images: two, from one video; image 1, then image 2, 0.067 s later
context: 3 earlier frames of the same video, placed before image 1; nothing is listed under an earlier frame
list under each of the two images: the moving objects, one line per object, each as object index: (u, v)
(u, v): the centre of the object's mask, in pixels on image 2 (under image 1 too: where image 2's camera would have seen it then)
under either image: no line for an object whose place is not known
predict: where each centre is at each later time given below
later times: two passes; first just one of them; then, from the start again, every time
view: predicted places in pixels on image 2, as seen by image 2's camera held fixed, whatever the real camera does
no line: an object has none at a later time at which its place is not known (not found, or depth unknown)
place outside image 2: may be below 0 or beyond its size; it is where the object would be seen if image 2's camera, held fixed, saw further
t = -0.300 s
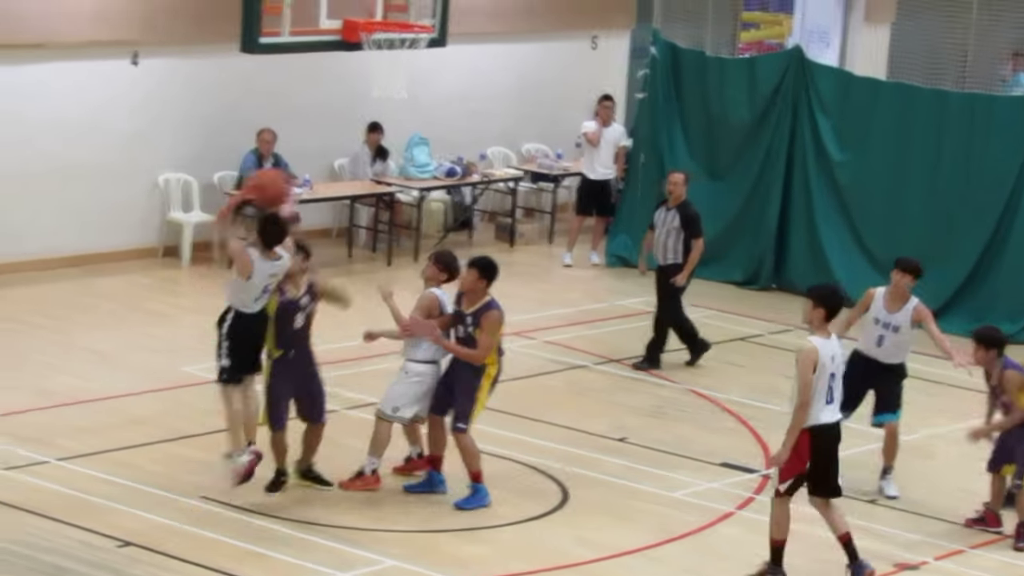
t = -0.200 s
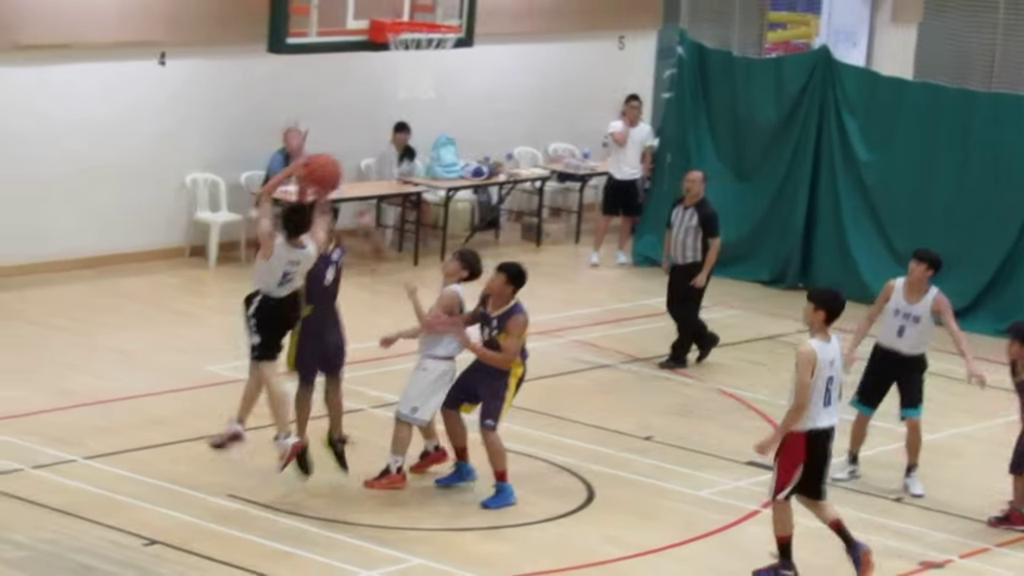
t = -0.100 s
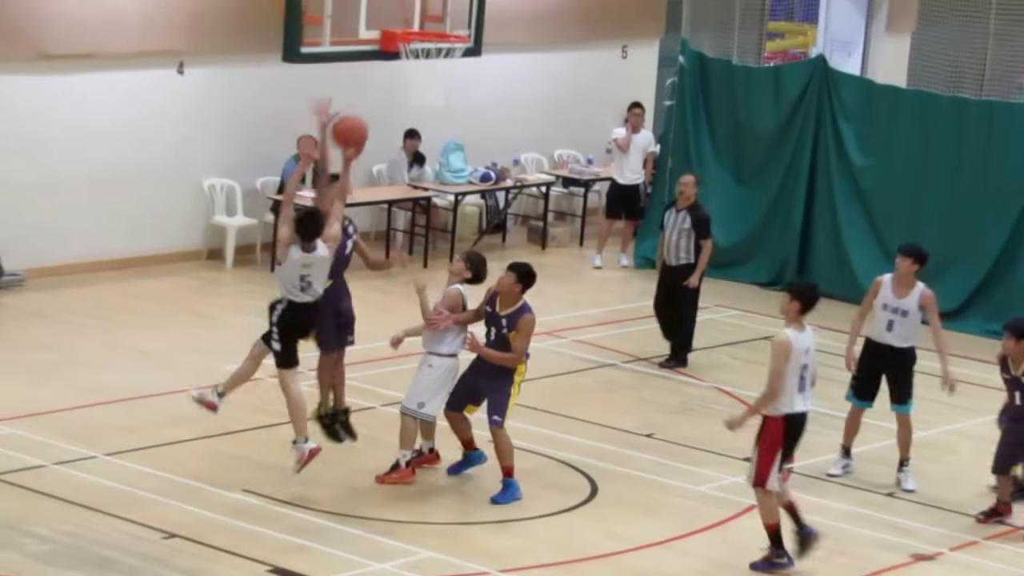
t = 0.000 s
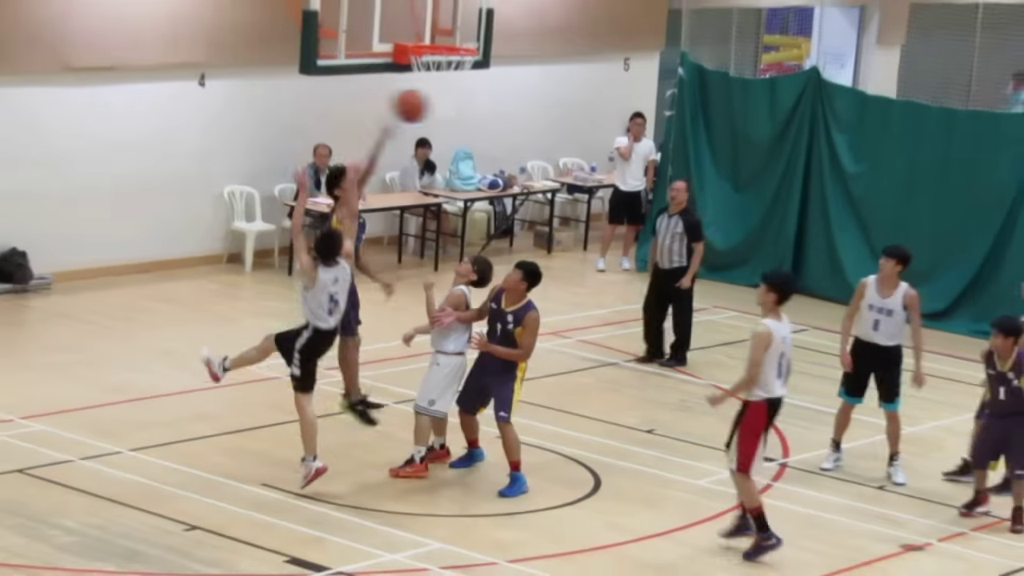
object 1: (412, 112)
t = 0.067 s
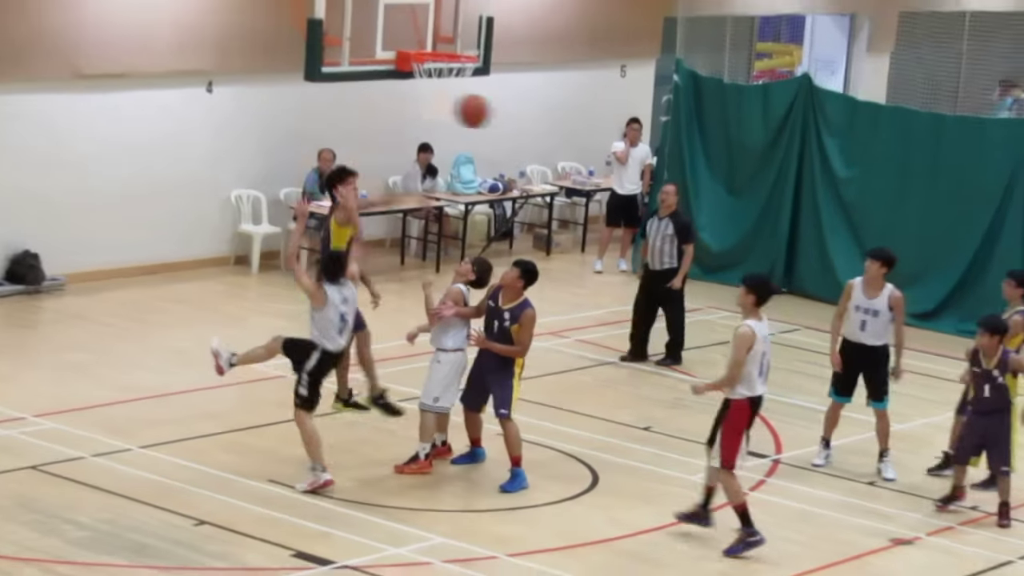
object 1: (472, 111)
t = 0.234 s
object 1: (620, 136)
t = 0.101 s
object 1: (502, 113)
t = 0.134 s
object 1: (532, 117)
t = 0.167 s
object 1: (562, 122)
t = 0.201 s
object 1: (591, 129)
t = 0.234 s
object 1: (620, 136)
